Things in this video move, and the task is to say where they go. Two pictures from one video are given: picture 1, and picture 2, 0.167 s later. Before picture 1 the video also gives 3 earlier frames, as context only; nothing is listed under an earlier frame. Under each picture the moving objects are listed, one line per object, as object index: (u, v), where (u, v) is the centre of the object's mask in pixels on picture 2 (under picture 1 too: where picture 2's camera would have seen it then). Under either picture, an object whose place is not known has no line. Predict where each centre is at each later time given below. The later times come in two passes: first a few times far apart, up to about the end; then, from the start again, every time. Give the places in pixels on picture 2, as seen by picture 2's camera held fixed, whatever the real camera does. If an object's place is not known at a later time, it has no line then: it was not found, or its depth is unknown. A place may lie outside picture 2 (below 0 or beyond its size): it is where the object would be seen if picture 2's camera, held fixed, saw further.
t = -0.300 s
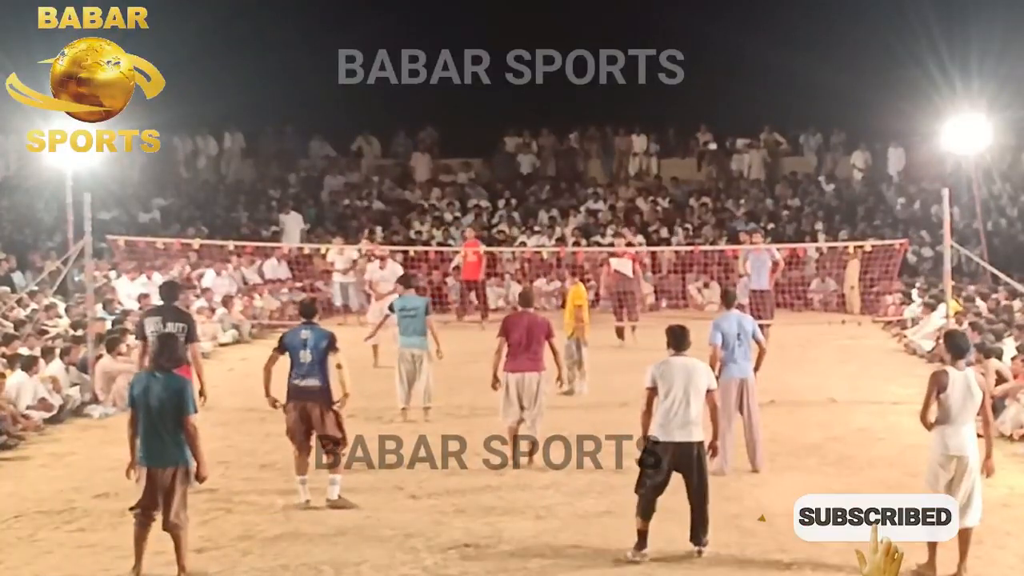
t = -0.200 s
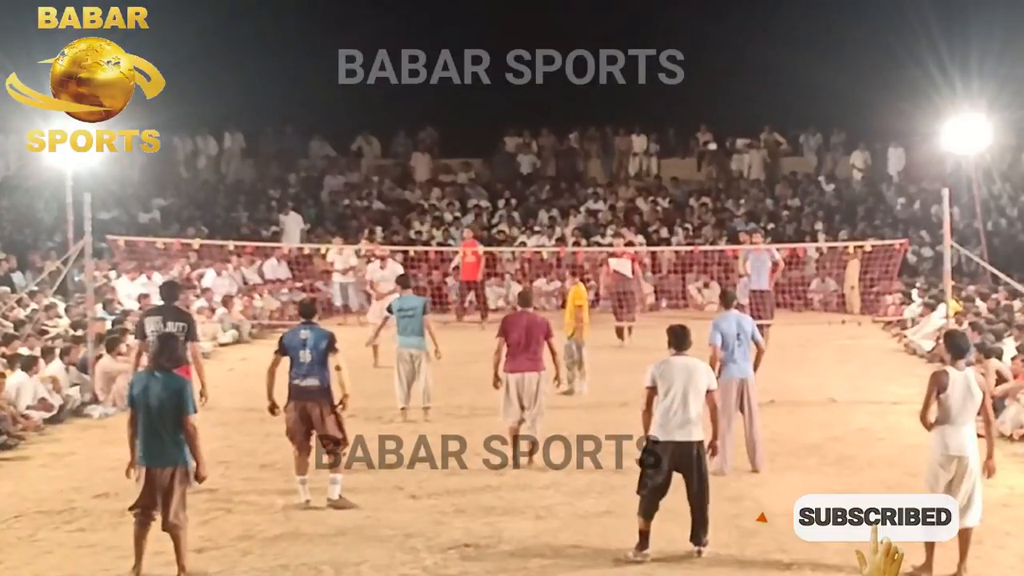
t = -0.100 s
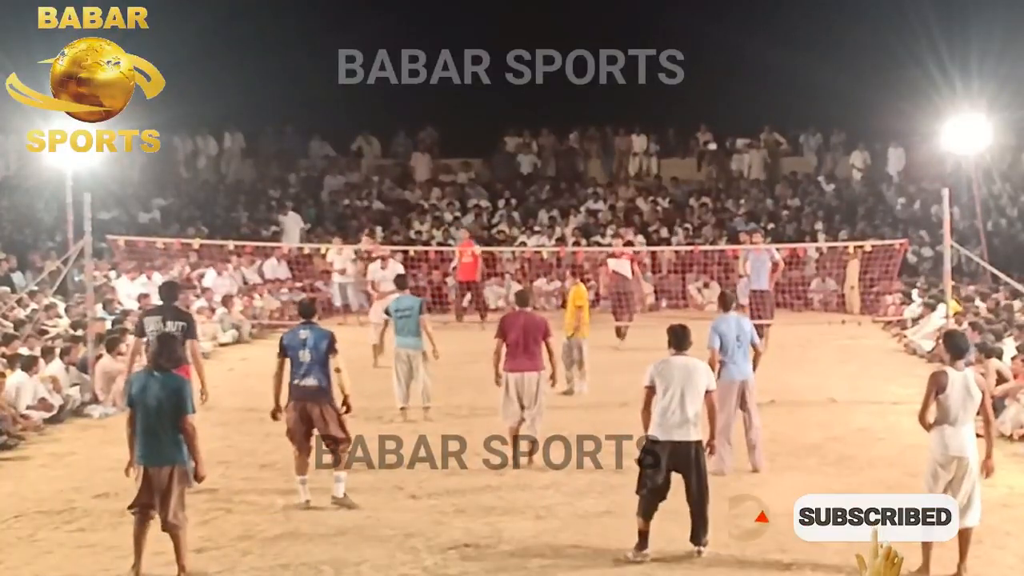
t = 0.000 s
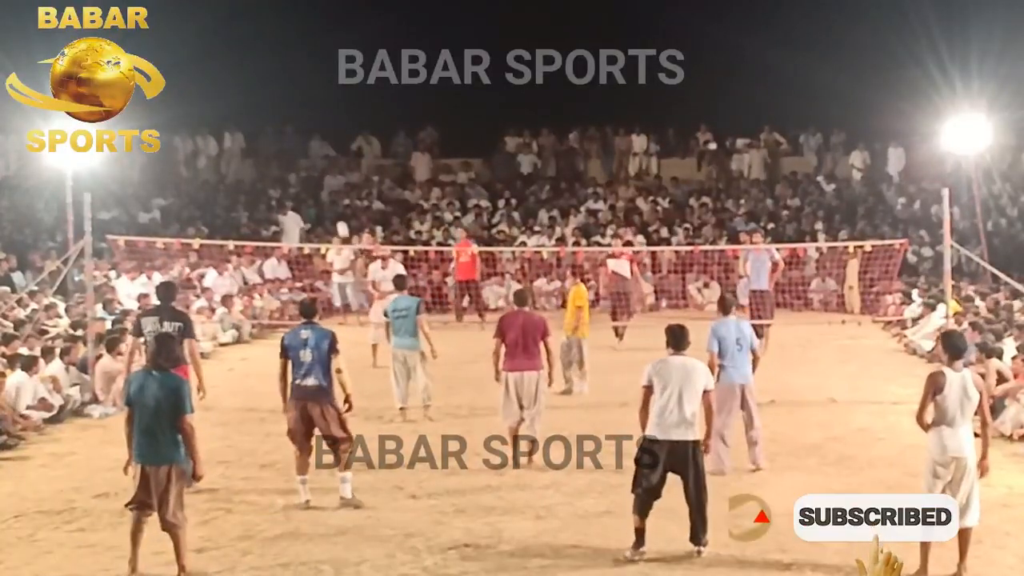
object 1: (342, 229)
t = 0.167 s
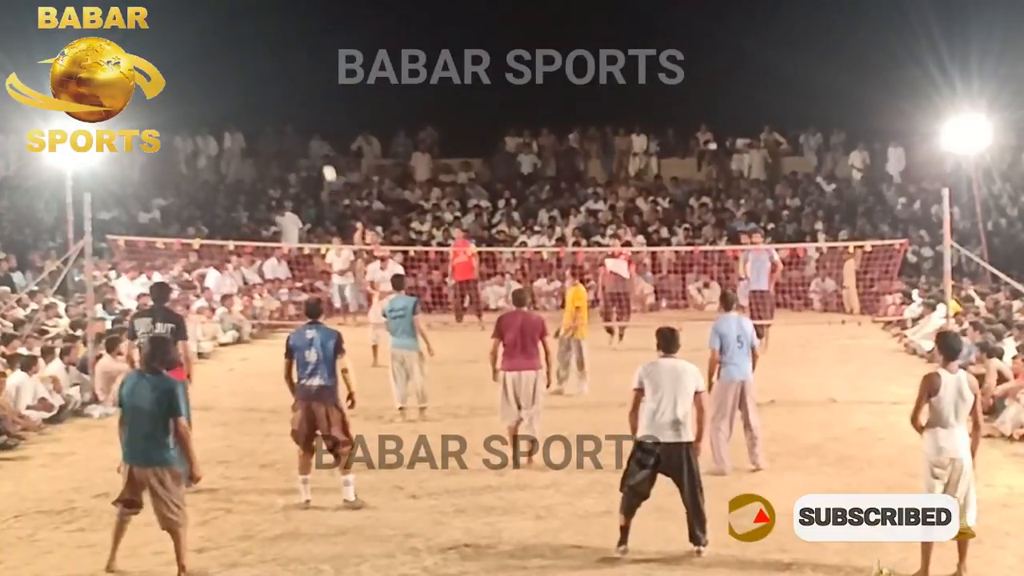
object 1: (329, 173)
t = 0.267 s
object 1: (320, 144)
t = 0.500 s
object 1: (296, 98)
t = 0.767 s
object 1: (263, 93)
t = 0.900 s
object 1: (245, 116)
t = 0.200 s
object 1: (326, 163)
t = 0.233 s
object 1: (323, 153)
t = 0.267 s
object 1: (320, 144)
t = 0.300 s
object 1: (316, 135)
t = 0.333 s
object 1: (313, 127)
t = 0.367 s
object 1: (310, 120)
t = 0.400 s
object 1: (307, 113)
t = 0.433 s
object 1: (303, 107)
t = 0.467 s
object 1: (299, 102)
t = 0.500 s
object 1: (296, 98)
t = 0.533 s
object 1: (291, 94)
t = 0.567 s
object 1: (288, 91)
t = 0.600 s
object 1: (284, 89)
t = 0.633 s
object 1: (280, 88)
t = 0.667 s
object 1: (276, 88)
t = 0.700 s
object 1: (272, 88)
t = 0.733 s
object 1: (268, 90)
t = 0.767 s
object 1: (263, 93)
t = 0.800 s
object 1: (259, 96)
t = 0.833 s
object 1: (254, 102)
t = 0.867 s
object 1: (250, 108)
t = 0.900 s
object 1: (245, 116)
